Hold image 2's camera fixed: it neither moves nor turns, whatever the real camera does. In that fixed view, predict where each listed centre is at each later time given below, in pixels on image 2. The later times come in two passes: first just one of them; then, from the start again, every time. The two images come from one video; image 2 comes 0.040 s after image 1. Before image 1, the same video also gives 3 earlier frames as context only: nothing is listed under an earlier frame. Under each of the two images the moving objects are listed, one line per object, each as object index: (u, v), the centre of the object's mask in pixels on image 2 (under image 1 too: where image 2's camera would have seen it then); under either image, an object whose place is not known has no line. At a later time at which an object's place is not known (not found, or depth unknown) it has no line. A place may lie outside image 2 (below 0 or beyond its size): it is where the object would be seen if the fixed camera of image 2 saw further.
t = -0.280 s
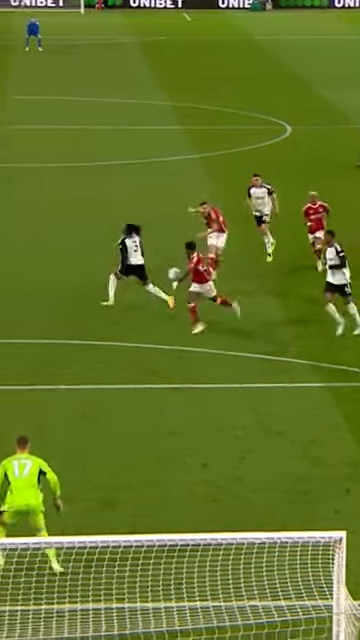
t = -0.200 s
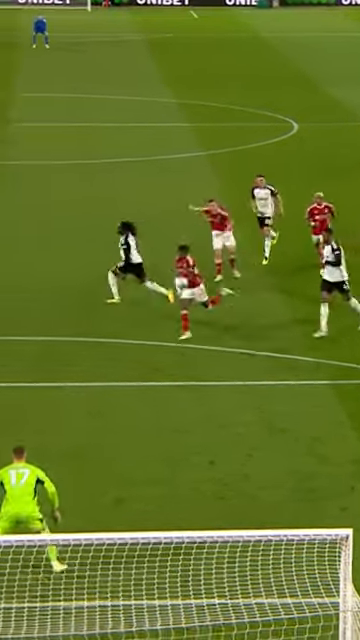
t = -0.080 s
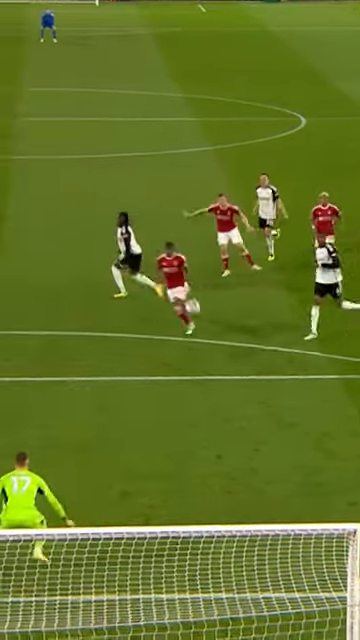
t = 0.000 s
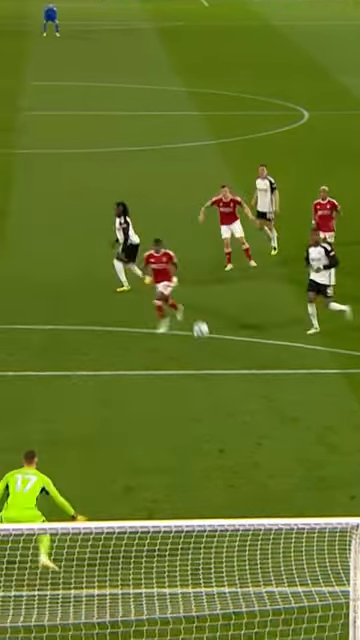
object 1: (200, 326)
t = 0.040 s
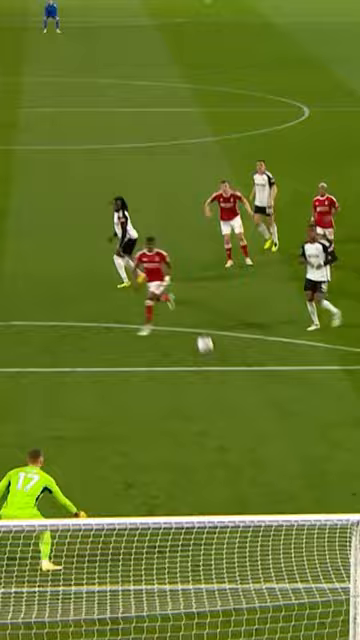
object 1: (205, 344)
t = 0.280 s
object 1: (240, 504)
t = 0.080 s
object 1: (209, 364)
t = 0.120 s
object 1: (214, 387)
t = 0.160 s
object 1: (219, 413)
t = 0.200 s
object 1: (225, 440)
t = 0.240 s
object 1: (232, 470)
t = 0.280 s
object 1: (240, 504)
